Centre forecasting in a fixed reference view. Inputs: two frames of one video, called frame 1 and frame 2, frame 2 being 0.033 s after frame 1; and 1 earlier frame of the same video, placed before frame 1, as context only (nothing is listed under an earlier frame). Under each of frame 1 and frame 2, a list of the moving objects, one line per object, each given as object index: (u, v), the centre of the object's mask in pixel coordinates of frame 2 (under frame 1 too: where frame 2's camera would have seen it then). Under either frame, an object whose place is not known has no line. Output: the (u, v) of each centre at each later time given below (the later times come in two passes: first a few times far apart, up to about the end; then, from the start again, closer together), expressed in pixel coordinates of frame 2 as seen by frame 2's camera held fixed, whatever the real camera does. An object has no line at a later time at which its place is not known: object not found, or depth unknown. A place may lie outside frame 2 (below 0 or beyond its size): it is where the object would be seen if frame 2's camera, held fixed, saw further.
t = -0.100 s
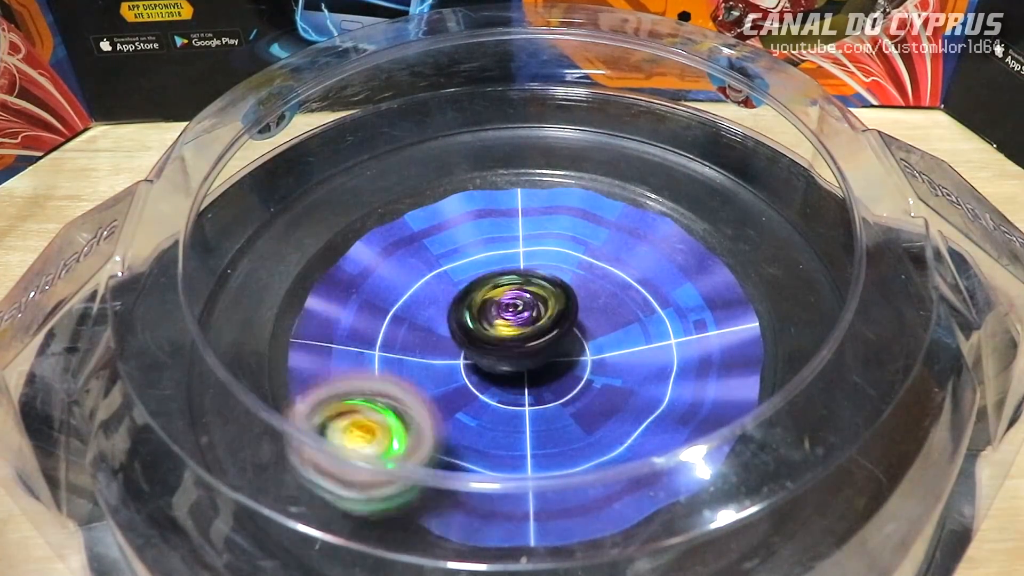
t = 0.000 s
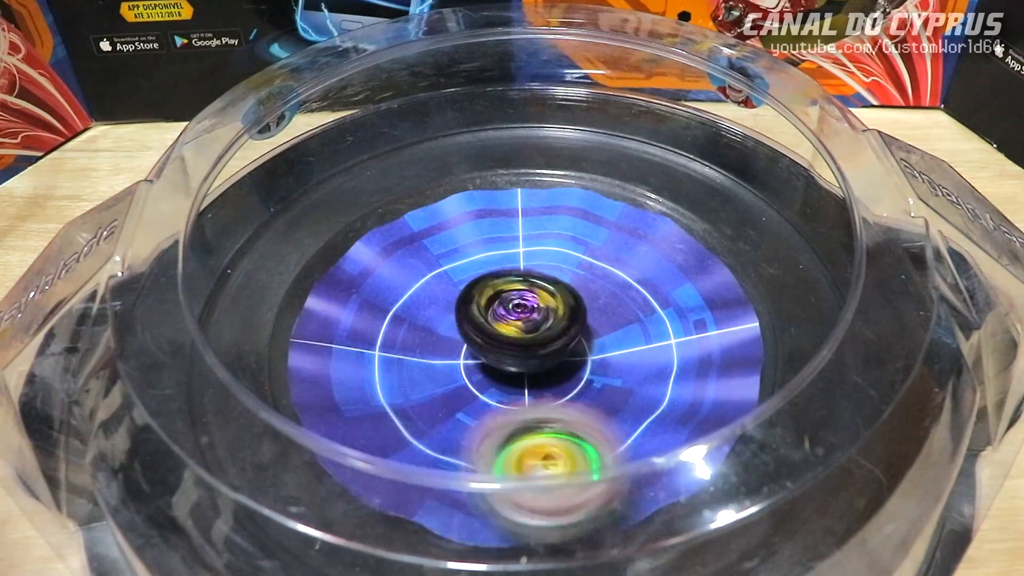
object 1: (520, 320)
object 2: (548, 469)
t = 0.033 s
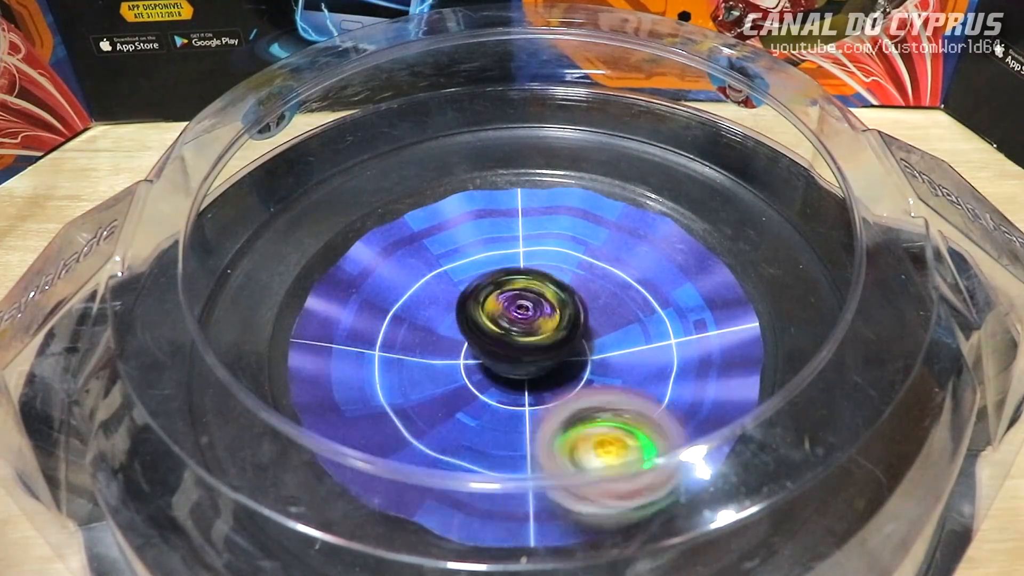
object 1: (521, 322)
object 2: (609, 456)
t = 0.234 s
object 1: (511, 322)
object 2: (745, 242)
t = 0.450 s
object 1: (522, 323)
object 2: (590, 110)
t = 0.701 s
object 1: (523, 318)
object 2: (467, 97)
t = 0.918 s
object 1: (526, 326)
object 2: (371, 127)
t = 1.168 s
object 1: (519, 327)
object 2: (301, 195)
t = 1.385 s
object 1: (525, 329)
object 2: (291, 318)
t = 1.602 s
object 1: (525, 329)
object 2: (523, 450)
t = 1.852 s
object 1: (525, 332)
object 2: (746, 265)
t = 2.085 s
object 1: (525, 332)
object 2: (540, 150)
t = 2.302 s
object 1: (525, 332)
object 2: (307, 276)
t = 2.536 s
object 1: (524, 331)
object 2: (480, 488)
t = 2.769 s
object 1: (525, 332)
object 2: (752, 324)
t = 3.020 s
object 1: (525, 332)
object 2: (524, 146)
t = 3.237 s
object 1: (525, 332)
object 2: (267, 219)
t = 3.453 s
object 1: (525, 332)
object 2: (190, 287)
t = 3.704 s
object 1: (525, 332)
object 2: (194, 380)
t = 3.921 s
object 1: (525, 332)
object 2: (243, 431)
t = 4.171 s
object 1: (524, 332)
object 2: (381, 460)
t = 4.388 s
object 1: (522, 329)
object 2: (619, 404)
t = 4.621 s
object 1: (525, 332)
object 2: (646, 193)
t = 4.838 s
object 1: (525, 332)
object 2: (429, 148)
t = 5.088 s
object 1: (525, 331)
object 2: (354, 380)
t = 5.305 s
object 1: (525, 332)
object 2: (705, 428)
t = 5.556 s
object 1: (525, 332)
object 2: (837, 289)
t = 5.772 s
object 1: (525, 332)
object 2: (823, 237)
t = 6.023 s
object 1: (524, 332)
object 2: (767, 192)
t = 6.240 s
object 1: (525, 332)
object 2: (673, 164)
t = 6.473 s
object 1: (524, 331)
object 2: (454, 194)
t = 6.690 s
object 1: (524, 331)
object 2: (310, 363)
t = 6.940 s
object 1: (526, 331)
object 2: (584, 470)
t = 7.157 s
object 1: (523, 332)
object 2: (683, 265)
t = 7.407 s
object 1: (524, 332)
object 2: (415, 147)
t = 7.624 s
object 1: (525, 332)
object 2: (287, 184)
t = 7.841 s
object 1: (526, 331)
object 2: (252, 219)
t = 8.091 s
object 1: (524, 333)
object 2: (248, 267)
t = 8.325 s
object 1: (523, 333)
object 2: (356, 365)
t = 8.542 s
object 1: (517, 330)
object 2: (623, 378)
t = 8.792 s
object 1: (523, 332)
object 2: (669, 188)
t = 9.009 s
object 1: (523, 332)
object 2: (465, 189)
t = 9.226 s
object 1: (523, 332)
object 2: (371, 388)
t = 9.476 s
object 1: (523, 332)
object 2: (647, 457)
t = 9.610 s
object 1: (523, 332)
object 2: (717, 358)
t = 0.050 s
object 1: (521, 322)
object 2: (633, 444)
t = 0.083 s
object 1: (522, 322)
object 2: (680, 403)
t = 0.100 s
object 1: (522, 324)
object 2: (706, 393)
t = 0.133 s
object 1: (521, 326)
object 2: (734, 357)
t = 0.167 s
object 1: (516, 326)
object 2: (750, 319)
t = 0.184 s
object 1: (514, 325)
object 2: (755, 298)
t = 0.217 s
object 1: (511, 323)
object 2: (752, 260)
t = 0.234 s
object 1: (511, 322)
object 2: (745, 242)
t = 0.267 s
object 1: (512, 320)
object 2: (729, 206)
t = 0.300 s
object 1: (514, 320)
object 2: (703, 178)
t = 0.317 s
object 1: (516, 319)
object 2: (685, 166)
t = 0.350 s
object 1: (519, 321)
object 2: (654, 146)
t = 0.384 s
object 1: (519, 321)
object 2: (629, 131)
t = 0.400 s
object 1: (520, 321)
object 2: (618, 124)
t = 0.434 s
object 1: (521, 322)
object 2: (599, 113)
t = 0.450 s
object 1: (522, 323)
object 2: (590, 110)
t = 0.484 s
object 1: (521, 324)
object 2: (574, 104)
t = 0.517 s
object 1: (520, 323)
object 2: (557, 99)
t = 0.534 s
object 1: (519, 323)
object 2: (548, 98)
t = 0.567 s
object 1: (519, 321)
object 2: (535, 95)
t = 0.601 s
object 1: (519, 320)
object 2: (521, 92)
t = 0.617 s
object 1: (520, 320)
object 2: (512, 91)
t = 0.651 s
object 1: (520, 319)
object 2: (496, 92)
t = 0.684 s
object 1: (522, 318)
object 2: (477, 96)
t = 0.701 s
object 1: (523, 318)
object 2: (467, 97)
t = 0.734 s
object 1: (524, 318)
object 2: (449, 99)
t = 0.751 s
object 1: (525, 318)
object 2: (441, 101)
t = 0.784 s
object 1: (527, 319)
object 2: (422, 105)
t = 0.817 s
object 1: (530, 321)
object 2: (406, 110)
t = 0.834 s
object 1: (531, 321)
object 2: (400, 113)
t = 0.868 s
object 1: (531, 324)
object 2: (387, 119)
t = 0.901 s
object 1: (527, 326)
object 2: (375, 124)
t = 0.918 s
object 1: (526, 326)
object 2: (371, 127)
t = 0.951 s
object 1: (522, 326)
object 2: (361, 135)
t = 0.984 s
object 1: (520, 326)
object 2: (349, 142)
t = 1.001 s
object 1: (518, 326)
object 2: (346, 146)
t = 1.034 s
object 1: (517, 326)
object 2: (335, 154)
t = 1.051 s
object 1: (517, 326)
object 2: (330, 159)
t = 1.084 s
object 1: (517, 327)
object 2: (321, 169)
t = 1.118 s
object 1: (517, 326)
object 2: (314, 179)
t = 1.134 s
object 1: (518, 326)
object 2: (309, 185)
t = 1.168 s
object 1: (519, 327)
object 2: (301, 195)
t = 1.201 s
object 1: (521, 327)
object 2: (294, 207)
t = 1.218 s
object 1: (522, 327)
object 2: (290, 213)
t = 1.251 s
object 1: (524, 328)
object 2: (287, 227)
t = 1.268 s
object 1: (524, 329)
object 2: (284, 236)
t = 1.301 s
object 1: (525, 329)
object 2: (283, 257)
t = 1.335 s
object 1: (527, 329)
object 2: (285, 280)
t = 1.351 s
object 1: (526, 329)
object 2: (287, 291)
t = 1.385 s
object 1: (525, 329)
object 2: (291, 318)
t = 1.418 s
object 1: (525, 329)
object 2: (304, 346)
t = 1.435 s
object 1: (526, 329)
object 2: (315, 359)
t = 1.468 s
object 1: (525, 330)
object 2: (340, 384)
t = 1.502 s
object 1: (526, 330)
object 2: (377, 406)
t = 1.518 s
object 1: (526, 330)
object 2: (396, 424)
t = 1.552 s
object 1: (526, 330)
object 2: (441, 441)
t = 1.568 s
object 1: (526, 330)
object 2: (466, 446)
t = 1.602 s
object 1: (525, 329)
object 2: (523, 450)
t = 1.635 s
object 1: (525, 329)
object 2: (581, 445)
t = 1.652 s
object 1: (525, 331)
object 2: (603, 439)
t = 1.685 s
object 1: (524, 332)
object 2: (650, 419)
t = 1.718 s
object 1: (524, 332)
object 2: (691, 389)
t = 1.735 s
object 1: (524, 333)
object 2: (711, 377)
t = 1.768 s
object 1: (525, 332)
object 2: (735, 347)
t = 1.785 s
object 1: (524, 332)
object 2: (744, 332)
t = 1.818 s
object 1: (525, 332)
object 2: (751, 298)
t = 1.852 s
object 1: (525, 332)
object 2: (746, 265)
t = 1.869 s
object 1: (525, 333)
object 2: (741, 249)
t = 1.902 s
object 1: (525, 332)
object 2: (724, 222)
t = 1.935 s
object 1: (525, 332)
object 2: (702, 198)
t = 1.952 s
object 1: (525, 332)
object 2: (689, 188)
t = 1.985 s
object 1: (525, 331)
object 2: (655, 171)
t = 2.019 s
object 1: (525, 332)
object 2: (618, 159)
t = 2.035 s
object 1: (526, 331)
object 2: (600, 154)
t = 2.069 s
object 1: (525, 332)
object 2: (560, 149)
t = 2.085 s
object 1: (525, 332)
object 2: (540, 150)
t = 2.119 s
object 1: (525, 332)
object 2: (496, 155)
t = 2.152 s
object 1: (525, 332)
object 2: (453, 164)
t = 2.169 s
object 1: (525, 331)
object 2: (432, 171)
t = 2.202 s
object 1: (524, 331)
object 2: (393, 189)
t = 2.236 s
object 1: (525, 332)
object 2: (359, 212)
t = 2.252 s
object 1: (525, 332)
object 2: (342, 227)
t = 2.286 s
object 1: (525, 332)
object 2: (314, 260)
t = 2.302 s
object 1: (525, 332)
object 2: (307, 276)
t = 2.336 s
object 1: (525, 332)
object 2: (295, 314)
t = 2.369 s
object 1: (525, 332)
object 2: (297, 353)
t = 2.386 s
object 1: (525, 331)
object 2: (300, 372)
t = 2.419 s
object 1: (525, 331)
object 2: (320, 412)
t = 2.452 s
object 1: (524, 331)
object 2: (355, 446)
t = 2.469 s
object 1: (524, 331)
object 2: (374, 459)
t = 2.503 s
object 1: (524, 332)
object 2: (423, 479)
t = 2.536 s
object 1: (524, 331)
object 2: (480, 488)
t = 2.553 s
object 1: (524, 331)
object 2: (512, 489)
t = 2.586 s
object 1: (524, 332)
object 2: (574, 483)
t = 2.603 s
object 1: (524, 331)
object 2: (604, 478)
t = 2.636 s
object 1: (525, 331)
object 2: (660, 457)
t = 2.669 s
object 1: (525, 332)
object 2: (703, 428)
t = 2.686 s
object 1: (525, 332)
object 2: (718, 413)
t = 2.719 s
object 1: (526, 332)
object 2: (740, 376)
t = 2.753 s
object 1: (525, 332)
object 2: (750, 339)
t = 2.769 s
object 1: (525, 332)
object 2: (752, 324)
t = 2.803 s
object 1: (525, 332)
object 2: (745, 286)
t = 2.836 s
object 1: (525, 332)
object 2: (731, 251)
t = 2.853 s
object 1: (525, 332)
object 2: (719, 237)
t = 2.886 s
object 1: (524, 331)
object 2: (692, 210)
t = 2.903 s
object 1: (525, 332)
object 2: (676, 197)
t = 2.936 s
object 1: (525, 332)
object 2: (637, 176)
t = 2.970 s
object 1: (525, 332)
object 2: (594, 160)
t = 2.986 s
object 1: (525, 332)
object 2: (571, 154)
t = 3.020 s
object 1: (525, 332)
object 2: (524, 146)
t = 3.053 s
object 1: (525, 332)
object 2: (478, 142)
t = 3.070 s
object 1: (525, 332)
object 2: (455, 144)
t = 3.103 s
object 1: (525, 332)
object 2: (411, 150)
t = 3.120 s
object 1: (525, 331)
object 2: (390, 157)
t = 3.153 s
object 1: (525, 332)
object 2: (349, 175)
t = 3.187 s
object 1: (525, 332)
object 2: (314, 194)
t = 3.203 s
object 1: (525, 332)
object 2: (295, 202)
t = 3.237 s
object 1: (525, 332)
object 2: (267, 219)
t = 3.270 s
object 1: (525, 332)
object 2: (247, 232)
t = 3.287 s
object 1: (525, 332)
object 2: (241, 237)
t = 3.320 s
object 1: (525, 332)
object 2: (226, 248)
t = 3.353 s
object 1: (525, 332)
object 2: (216, 257)
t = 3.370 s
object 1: (525, 331)
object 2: (214, 261)
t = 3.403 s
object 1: (525, 332)
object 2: (203, 270)
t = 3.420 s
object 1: (525, 332)
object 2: (197, 276)
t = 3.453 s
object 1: (525, 332)
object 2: (190, 287)
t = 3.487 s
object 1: (525, 332)
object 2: (187, 300)
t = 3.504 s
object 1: (525, 332)
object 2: (187, 307)
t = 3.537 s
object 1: (525, 332)
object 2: (186, 322)
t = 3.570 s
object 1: (525, 332)
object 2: (185, 334)
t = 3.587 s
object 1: (525, 332)
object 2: (186, 339)
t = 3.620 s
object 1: (525, 332)
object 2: (186, 351)
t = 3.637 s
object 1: (525, 332)
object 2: (187, 358)
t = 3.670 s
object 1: (525, 332)
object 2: (190, 370)
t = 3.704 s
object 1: (525, 332)
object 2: (194, 380)
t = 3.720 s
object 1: (525, 332)
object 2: (198, 384)
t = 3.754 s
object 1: (525, 332)
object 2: (202, 393)
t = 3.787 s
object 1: (525, 332)
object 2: (207, 401)
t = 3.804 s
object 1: (525, 332)
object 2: (208, 405)
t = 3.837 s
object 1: (525, 332)
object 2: (217, 413)
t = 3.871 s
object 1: (525, 332)
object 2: (225, 420)
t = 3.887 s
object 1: (525, 332)
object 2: (232, 424)
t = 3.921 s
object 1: (525, 332)
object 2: (243, 431)
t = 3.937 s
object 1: (525, 332)
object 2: (248, 433)
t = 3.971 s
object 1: (525, 332)
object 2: (262, 438)
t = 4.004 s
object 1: (525, 332)
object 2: (277, 444)
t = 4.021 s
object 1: (525, 332)
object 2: (284, 446)
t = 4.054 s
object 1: (525, 332)
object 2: (301, 448)
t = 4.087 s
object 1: (525, 331)
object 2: (320, 452)
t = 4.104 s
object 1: (525, 332)
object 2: (329, 454)
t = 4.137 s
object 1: (525, 331)
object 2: (354, 457)
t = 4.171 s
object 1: (524, 332)
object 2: (381, 460)
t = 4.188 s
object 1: (524, 332)
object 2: (395, 460)
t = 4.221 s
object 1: (525, 331)
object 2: (430, 460)
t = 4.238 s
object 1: (525, 331)
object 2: (449, 461)
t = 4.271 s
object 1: (524, 331)
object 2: (487, 457)
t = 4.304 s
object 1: (525, 328)
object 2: (528, 448)
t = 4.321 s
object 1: (524, 327)
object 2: (547, 442)
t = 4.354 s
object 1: (523, 327)
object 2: (585, 428)
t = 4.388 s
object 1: (522, 329)
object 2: (619, 404)
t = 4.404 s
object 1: (523, 331)
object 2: (636, 394)
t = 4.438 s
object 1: (525, 331)
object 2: (662, 367)
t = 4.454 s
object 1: (525, 332)
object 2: (673, 350)
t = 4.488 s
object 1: (524, 332)
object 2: (686, 316)
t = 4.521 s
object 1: (525, 331)
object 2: (690, 282)
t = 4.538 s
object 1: (525, 331)
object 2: (687, 265)
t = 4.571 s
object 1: (525, 331)
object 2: (675, 233)
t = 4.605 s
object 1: (524, 331)
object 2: (658, 206)
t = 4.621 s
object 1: (525, 332)
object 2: (646, 193)
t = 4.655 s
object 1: (526, 332)
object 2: (620, 171)
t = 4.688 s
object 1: (525, 332)
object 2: (589, 154)
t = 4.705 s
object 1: (525, 332)
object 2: (572, 147)
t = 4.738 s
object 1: (525, 332)
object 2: (537, 137)
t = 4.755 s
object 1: (525, 332)
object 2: (519, 136)
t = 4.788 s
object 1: (525, 332)
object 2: (484, 134)
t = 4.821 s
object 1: (525, 332)
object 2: (448, 142)
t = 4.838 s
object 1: (525, 332)
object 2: (429, 148)
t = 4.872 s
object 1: (525, 332)
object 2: (396, 164)
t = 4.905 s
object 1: (525, 331)
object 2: (366, 186)
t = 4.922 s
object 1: (525, 332)
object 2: (355, 197)
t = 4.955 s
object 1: (525, 332)
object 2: (336, 227)
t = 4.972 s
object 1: (525, 332)
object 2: (327, 243)
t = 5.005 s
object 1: (525, 332)
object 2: (318, 279)
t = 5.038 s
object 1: (525, 332)
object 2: (322, 319)
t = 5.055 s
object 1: (525, 332)
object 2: (330, 341)
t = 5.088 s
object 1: (525, 331)
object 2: (354, 380)
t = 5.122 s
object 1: (525, 332)
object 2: (393, 409)
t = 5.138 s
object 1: (524, 331)
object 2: (413, 428)
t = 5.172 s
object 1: (524, 331)
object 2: (467, 450)
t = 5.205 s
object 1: (525, 331)
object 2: (529, 461)
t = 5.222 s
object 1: (524, 332)
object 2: (562, 463)
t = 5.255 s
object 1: (525, 331)
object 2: (621, 456)
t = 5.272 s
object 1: (525, 332)
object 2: (650, 449)
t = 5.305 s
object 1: (525, 332)
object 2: (705, 428)
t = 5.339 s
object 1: (525, 332)
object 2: (744, 399)
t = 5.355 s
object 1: (525, 332)
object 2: (760, 385)
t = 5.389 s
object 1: (526, 332)
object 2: (786, 357)
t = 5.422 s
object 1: (526, 332)
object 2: (807, 337)
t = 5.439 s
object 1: (526, 332)
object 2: (815, 328)
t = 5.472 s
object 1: (525, 332)
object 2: (827, 315)
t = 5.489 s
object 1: (525, 332)
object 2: (829, 309)
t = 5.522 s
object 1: (525, 332)
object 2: (834, 299)
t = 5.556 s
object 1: (525, 332)
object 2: (837, 289)
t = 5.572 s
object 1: (525, 332)
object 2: (838, 284)
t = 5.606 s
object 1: (525, 332)
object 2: (839, 275)
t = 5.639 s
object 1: (525, 332)
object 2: (838, 267)
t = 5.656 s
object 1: (525, 332)
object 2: (837, 263)
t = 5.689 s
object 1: (525, 332)
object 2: (835, 255)
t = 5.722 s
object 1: (525, 332)
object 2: (831, 248)
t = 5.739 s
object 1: (524, 332)
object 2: (827, 244)
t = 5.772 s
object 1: (525, 332)
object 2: (823, 237)
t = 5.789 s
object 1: (525, 332)
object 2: (823, 234)
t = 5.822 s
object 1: (526, 332)
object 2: (818, 227)
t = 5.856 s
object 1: (526, 332)
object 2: (811, 221)
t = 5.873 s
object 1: (526, 332)
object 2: (807, 219)
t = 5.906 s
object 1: (525, 332)
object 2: (796, 213)
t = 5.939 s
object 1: (525, 332)
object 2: (791, 207)
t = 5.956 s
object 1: (525, 332)
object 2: (787, 203)
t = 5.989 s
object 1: (525, 332)
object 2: (777, 198)
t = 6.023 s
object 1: (524, 332)
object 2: (767, 192)
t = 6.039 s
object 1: (524, 333)
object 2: (762, 190)
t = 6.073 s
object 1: (525, 332)
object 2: (750, 185)
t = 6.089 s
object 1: (525, 332)
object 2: (743, 181)
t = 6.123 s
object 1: (525, 332)
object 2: (730, 176)
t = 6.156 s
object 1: (525, 332)
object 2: (716, 172)
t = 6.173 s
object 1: (525, 332)
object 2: (709, 168)
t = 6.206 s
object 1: (525, 332)
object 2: (693, 165)
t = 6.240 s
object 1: (525, 332)
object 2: (673, 164)
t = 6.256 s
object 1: (525, 332)
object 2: (661, 165)
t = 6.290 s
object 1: (525, 332)
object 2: (633, 166)
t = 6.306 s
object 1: (526, 332)
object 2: (619, 167)
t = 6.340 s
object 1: (526, 331)
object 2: (590, 168)
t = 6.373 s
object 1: (525, 332)
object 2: (558, 171)
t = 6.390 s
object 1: (525, 332)
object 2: (542, 174)
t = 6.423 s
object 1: (525, 332)
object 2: (507, 179)
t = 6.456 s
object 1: (524, 331)
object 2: (472, 188)
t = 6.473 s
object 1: (524, 331)
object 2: (454, 194)
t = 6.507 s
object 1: (524, 332)
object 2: (420, 211)
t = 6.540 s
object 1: (524, 331)
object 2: (386, 231)
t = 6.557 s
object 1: (524, 331)
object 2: (369, 243)
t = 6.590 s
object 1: (524, 331)
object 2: (343, 270)
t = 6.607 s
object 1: (525, 332)
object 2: (333, 285)
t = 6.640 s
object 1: (525, 332)
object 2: (316, 316)
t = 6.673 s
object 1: (525, 332)
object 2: (309, 349)
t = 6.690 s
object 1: (524, 331)
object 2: (310, 363)
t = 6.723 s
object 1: (525, 332)
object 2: (320, 396)
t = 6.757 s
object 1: (524, 332)
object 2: (337, 429)
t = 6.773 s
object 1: (524, 332)
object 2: (350, 442)
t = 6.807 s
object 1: (524, 331)
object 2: (385, 465)
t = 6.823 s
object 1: (525, 332)
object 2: (409, 472)
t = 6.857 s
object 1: (525, 331)
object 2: (459, 481)
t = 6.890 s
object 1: (525, 331)
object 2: (512, 480)
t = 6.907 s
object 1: (526, 331)
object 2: (535, 479)
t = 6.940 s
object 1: (526, 331)
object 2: (584, 470)
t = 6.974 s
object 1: (526, 331)
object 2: (626, 448)
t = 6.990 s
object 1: (525, 331)
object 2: (642, 433)
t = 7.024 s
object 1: (525, 332)
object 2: (671, 395)
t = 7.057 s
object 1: (524, 332)
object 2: (691, 370)
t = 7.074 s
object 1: (524, 332)
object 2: (695, 354)
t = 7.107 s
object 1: (523, 332)
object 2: (699, 318)
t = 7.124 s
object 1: (523, 332)
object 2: (696, 300)
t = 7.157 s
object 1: (523, 332)
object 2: (683, 265)
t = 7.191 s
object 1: (522, 333)
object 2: (660, 232)
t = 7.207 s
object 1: (522, 333)
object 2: (644, 218)
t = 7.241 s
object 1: (522, 332)
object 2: (611, 193)
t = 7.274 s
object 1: (522, 333)
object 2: (576, 175)
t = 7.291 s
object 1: (522, 332)
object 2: (554, 166)
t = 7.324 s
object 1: (522, 332)
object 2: (516, 154)
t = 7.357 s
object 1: (523, 332)
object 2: (476, 146)
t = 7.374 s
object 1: (524, 332)
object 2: (455, 144)
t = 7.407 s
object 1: (524, 332)
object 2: (415, 147)
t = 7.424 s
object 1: (524, 331)
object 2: (398, 150)
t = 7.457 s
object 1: (525, 331)
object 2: (366, 159)
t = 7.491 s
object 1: (525, 332)
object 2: (339, 165)
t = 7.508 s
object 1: (525, 331)
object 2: (329, 168)
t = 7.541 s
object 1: (525, 332)
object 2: (314, 172)
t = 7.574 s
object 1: (525, 332)
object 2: (303, 177)
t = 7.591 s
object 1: (525, 332)
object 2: (297, 180)
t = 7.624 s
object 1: (525, 332)
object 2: (287, 184)
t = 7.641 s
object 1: (524, 332)
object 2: (282, 186)
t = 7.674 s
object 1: (524, 332)
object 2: (275, 190)
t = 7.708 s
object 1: (525, 332)
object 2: (267, 195)
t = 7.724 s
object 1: (525, 332)
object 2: (264, 197)
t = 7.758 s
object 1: (525, 331)
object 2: (260, 205)
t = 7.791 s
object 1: (526, 331)
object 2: (254, 209)
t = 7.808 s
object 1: (526, 331)
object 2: (254, 212)
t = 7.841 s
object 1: (526, 331)
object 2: (252, 219)
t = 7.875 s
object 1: (526, 331)
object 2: (248, 223)
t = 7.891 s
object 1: (526, 331)
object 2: (246, 226)
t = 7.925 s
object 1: (526, 332)
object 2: (247, 233)
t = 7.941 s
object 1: (526, 331)
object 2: (244, 235)
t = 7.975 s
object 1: (525, 331)
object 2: (243, 241)
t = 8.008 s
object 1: (525, 332)
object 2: (244, 248)
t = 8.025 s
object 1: (525, 333)
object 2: (246, 252)
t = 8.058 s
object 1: (524, 333)
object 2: (245, 259)
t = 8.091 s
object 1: (524, 333)
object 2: (248, 267)
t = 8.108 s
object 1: (523, 332)
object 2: (253, 271)
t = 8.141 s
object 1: (522, 332)
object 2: (255, 279)
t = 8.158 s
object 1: (522, 332)
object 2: (258, 285)
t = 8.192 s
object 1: (522, 332)
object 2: (276, 299)
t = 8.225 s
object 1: (523, 333)
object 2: (293, 314)
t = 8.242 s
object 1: (522, 332)
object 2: (302, 322)
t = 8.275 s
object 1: (522, 332)
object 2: (320, 339)
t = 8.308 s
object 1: (523, 332)
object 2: (343, 357)
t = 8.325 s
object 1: (523, 333)
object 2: (356, 365)
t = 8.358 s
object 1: (523, 333)
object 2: (389, 382)
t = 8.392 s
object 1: (526, 330)
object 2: (426, 398)
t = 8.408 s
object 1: (529, 325)
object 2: (448, 403)
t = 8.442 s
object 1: (528, 318)
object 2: (492, 408)
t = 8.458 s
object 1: (524, 315)
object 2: (518, 409)
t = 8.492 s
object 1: (514, 319)
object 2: (564, 402)
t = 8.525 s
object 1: (514, 327)
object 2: (604, 386)
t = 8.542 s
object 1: (517, 330)
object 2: (623, 378)
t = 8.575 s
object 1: (523, 332)
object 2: (659, 353)
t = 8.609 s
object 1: (523, 332)
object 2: (683, 324)
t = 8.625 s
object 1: (523, 332)
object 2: (691, 311)
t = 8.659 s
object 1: (523, 332)
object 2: (704, 283)
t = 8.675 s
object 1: (523, 332)
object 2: (705, 268)
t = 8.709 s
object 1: (523, 332)
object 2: (703, 241)
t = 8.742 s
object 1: (523, 332)
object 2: (694, 217)
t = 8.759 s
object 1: (523, 332)
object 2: (685, 207)
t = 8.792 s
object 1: (523, 332)
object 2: (669, 188)
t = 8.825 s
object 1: (523, 332)
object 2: (644, 174)
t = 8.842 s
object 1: (523, 332)
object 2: (630, 170)
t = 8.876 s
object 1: (523, 332)
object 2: (600, 164)
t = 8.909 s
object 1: (523, 332)
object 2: (569, 162)
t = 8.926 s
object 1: (523, 332)
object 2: (551, 161)
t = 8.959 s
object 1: (523, 332)
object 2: (515, 169)
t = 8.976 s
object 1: (523, 332)
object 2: (498, 174)
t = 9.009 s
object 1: (523, 332)
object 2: (465, 189)
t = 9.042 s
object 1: (523, 332)
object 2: (432, 208)
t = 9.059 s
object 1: (523, 332)
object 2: (418, 220)
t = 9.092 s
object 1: (523, 332)
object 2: (389, 249)
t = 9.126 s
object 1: (523, 332)
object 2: (370, 284)
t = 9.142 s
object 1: (523, 332)
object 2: (364, 301)
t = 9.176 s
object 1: (523, 332)
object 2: (358, 336)
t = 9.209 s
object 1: (523, 332)
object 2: (364, 371)
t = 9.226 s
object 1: (523, 332)
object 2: (371, 388)
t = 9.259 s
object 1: (523, 332)
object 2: (394, 412)
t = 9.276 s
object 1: (523, 332)
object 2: (405, 431)
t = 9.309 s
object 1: (523, 332)
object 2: (439, 455)
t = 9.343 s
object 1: (523, 332)
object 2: (480, 474)
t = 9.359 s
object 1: (523, 332)
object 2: (500, 478)
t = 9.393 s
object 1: (523, 332)
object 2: (545, 479)
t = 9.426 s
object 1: (523, 332)
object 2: (588, 478)
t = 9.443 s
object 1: (523, 332)
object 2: (608, 473)
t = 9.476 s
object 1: (523, 332)
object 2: (647, 457)
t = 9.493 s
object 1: (523, 332)
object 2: (664, 446)
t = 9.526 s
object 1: (523, 332)
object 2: (690, 426)
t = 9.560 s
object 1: (523, 332)
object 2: (709, 398)
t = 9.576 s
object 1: (523, 332)
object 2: (714, 379)
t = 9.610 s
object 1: (523, 332)
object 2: (717, 358)
